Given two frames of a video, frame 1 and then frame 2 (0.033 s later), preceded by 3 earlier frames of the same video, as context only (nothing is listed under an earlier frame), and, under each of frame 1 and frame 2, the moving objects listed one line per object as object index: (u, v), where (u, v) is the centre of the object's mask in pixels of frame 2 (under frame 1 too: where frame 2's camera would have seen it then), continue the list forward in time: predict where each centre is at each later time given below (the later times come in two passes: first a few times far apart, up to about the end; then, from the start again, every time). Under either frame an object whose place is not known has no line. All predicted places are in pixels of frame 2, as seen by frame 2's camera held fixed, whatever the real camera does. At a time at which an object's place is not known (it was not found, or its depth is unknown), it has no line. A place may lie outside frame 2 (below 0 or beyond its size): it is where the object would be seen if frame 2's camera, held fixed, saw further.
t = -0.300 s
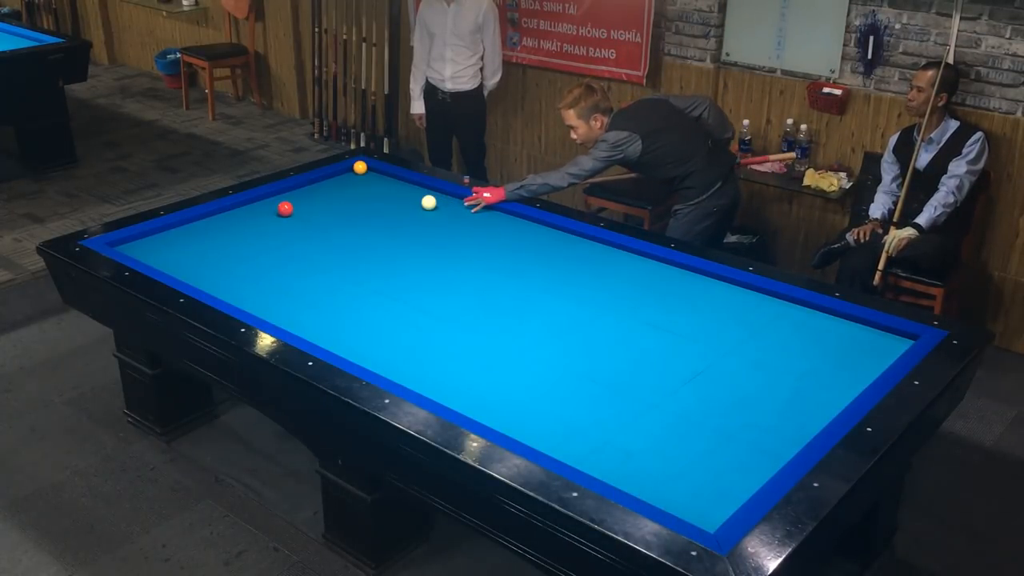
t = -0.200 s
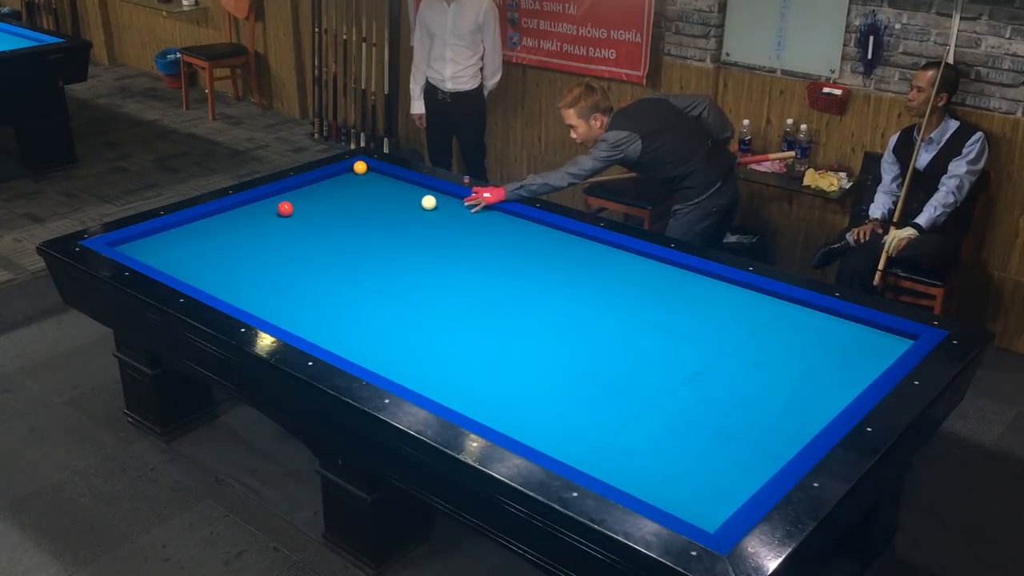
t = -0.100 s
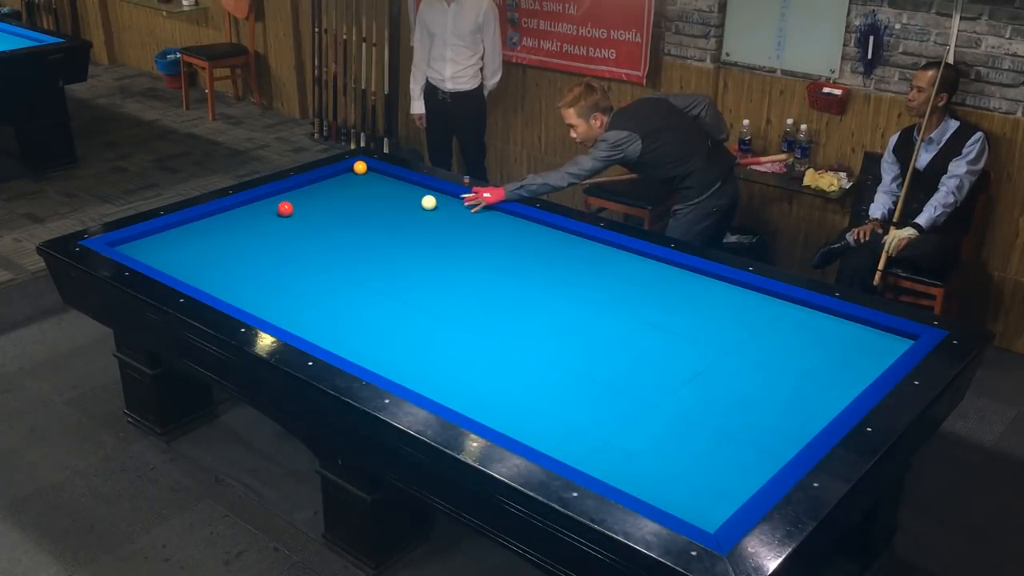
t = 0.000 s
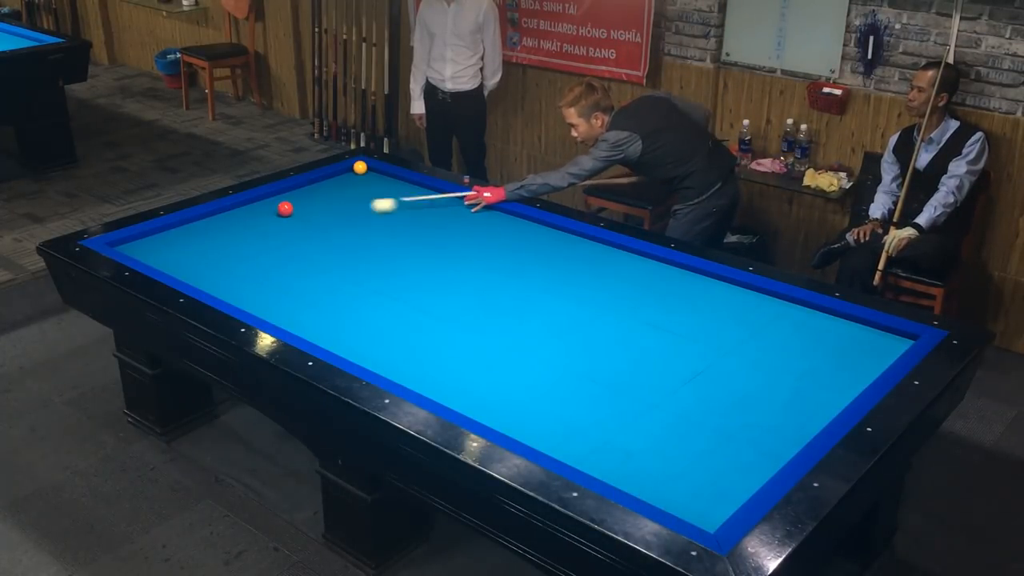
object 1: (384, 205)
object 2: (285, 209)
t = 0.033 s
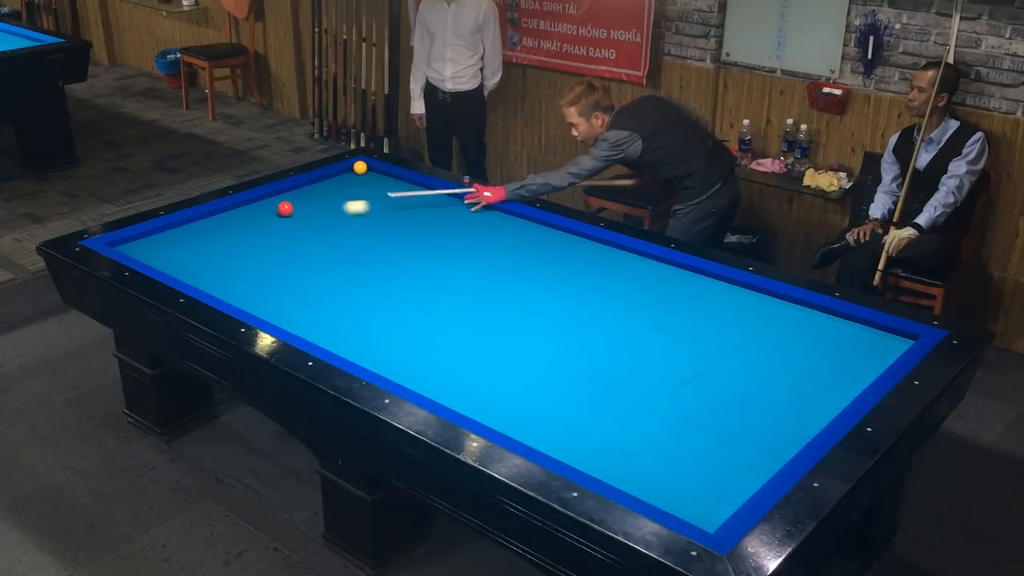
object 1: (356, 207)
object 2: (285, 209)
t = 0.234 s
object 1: (235, 233)
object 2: (259, 204)
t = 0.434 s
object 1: (161, 251)
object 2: (289, 219)
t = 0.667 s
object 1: (233, 217)
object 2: (323, 239)
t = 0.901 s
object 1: (281, 192)
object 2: (360, 259)
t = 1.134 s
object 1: (338, 178)
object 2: (399, 281)
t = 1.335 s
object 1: (369, 173)
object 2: (435, 302)
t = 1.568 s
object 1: (354, 187)
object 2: (480, 327)
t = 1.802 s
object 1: (341, 201)
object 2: (530, 355)
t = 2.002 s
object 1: (329, 213)
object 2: (576, 381)
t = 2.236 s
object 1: (315, 228)
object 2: (635, 414)
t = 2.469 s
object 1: (300, 243)
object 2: (700, 450)
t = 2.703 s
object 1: (284, 260)
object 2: (744, 475)
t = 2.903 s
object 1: (270, 274)
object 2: (702, 461)
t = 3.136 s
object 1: (252, 292)
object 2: (660, 445)
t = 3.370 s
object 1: (250, 302)
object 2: (620, 430)
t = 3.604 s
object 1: (273, 300)
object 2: (583, 417)
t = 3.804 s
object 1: (292, 297)
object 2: (553, 407)
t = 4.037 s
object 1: (314, 295)
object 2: (520, 395)
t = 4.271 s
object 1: (335, 292)
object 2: (490, 384)
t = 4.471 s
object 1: (352, 289)
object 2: (465, 375)
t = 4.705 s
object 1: (371, 287)
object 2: (437, 365)
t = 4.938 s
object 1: (389, 284)
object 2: (412, 356)
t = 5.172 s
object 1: (406, 282)
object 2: (387, 348)
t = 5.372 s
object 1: (420, 280)
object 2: (367, 340)
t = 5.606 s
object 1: (435, 277)
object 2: (346, 333)
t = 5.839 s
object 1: (450, 274)
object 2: (325, 325)
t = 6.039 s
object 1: (461, 273)
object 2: (309, 319)
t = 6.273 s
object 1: (474, 270)
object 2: (291, 312)
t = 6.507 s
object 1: (486, 268)
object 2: (275, 306)
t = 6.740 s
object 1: (498, 266)
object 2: (259, 300)
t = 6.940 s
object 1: (507, 265)
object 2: (246, 295)
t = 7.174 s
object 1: (517, 263)
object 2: (232, 289)
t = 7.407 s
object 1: (527, 261)
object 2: (219, 284)
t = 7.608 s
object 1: (535, 260)
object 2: (209, 280)
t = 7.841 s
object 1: (543, 258)
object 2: (197, 276)
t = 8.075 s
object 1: (551, 257)
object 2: (186, 272)
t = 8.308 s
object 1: (557, 255)
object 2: (176, 267)
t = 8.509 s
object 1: (563, 254)
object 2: (167, 264)
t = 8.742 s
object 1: (568, 253)
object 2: (159, 260)
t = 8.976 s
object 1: (572, 251)
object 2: (150, 257)
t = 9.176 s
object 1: (576, 250)
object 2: (143, 254)
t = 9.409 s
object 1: (579, 249)
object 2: (136, 251)
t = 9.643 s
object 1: (582, 248)
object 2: (129, 248)
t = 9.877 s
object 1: (584, 248)
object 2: (122, 246)
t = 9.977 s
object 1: (585, 248)
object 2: (120, 245)
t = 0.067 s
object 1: (329, 209)
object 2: (285, 209)
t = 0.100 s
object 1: (302, 211)
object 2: (284, 209)
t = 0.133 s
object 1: (284, 216)
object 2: (274, 205)
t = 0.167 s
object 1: (268, 222)
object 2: (263, 203)
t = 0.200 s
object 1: (252, 228)
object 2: (253, 201)
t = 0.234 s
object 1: (235, 233)
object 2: (259, 204)
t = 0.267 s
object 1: (216, 239)
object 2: (265, 207)
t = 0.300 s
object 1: (197, 245)
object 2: (270, 209)
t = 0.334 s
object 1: (177, 251)
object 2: (276, 212)
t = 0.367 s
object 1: (156, 256)
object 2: (280, 215)
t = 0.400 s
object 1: (148, 256)
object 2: (284, 217)
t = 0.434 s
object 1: (161, 251)
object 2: (289, 219)
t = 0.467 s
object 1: (174, 245)
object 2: (294, 223)
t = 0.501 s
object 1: (186, 240)
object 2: (299, 225)
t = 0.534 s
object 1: (197, 234)
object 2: (304, 228)
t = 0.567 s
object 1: (207, 230)
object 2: (309, 231)
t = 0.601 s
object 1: (216, 225)
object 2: (314, 233)
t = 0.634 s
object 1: (225, 221)
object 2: (319, 236)
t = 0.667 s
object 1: (233, 217)
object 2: (323, 239)
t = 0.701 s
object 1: (241, 213)
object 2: (329, 241)
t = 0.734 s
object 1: (248, 209)
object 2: (333, 244)
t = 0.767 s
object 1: (255, 205)
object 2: (338, 247)
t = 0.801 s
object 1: (261, 202)
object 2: (343, 250)
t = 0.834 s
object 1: (268, 198)
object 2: (349, 253)
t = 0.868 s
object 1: (275, 195)
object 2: (354, 256)
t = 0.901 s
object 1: (281, 192)
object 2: (360, 259)
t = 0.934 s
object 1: (290, 190)
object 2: (365, 262)
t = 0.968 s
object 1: (298, 188)
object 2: (371, 265)
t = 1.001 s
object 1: (307, 186)
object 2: (376, 268)
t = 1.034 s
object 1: (315, 184)
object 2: (382, 271)
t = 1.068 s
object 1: (323, 182)
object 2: (388, 275)
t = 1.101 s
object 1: (330, 180)
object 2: (393, 278)
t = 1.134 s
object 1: (338, 178)
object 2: (399, 281)
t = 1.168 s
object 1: (346, 176)
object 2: (405, 285)
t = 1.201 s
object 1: (353, 175)
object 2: (411, 288)
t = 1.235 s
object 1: (361, 173)
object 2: (417, 292)
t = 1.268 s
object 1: (369, 171)
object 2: (423, 295)
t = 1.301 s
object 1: (372, 171)
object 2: (429, 298)
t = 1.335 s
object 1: (369, 173)
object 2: (435, 302)
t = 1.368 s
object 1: (366, 176)
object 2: (441, 305)
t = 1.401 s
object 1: (364, 178)
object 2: (448, 308)
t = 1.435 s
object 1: (362, 180)
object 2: (454, 312)
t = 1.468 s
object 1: (360, 181)
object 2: (460, 316)
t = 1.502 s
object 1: (358, 183)
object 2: (467, 320)
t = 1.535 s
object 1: (356, 185)
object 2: (474, 324)
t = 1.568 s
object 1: (354, 187)
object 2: (480, 327)
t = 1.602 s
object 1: (353, 189)
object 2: (487, 331)
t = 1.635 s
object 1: (351, 191)
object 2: (494, 335)
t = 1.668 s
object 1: (349, 193)
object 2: (501, 339)
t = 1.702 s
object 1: (347, 195)
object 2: (508, 343)
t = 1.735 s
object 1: (345, 197)
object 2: (515, 347)
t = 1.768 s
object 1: (343, 199)
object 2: (523, 351)
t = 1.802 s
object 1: (341, 201)
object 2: (530, 355)
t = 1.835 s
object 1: (339, 203)
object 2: (537, 359)
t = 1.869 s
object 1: (337, 205)
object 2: (545, 364)
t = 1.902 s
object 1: (335, 207)
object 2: (552, 368)
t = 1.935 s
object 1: (333, 209)
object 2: (560, 372)
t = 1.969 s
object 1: (331, 211)
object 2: (568, 377)
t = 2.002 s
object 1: (329, 213)
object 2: (576, 381)
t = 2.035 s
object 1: (327, 215)
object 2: (584, 386)
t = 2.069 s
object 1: (325, 217)
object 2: (592, 390)
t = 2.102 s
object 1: (323, 219)
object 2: (600, 395)
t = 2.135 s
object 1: (321, 221)
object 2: (609, 399)
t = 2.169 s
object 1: (319, 223)
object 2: (618, 404)
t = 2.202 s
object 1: (317, 226)
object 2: (626, 409)
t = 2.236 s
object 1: (315, 228)
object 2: (635, 414)
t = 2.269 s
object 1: (313, 230)
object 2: (644, 419)
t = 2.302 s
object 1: (311, 232)
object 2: (653, 424)
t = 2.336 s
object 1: (309, 234)
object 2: (662, 429)
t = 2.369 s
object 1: (307, 236)
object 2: (671, 434)
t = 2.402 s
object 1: (304, 239)
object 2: (681, 439)
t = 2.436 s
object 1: (302, 241)
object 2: (690, 444)
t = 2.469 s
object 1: (300, 243)
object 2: (700, 450)
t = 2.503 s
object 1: (297, 245)
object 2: (710, 455)
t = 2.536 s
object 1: (295, 248)
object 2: (720, 461)
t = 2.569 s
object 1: (293, 250)
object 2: (730, 467)
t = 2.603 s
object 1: (291, 252)
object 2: (741, 472)
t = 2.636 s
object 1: (289, 255)
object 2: (750, 477)
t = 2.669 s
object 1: (286, 257)
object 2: (752, 479)
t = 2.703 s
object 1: (284, 260)
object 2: (744, 475)
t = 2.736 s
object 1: (282, 262)
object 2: (736, 473)
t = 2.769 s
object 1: (279, 264)
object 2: (729, 470)
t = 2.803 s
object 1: (277, 267)
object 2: (722, 468)
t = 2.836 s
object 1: (274, 269)
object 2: (715, 465)
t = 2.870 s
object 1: (272, 272)
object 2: (709, 463)
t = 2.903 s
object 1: (270, 274)
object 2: (702, 461)
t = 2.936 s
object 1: (267, 277)
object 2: (696, 459)
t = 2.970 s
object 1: (265, 279)
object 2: (690, 456)
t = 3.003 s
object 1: (262, 282)
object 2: (684, 454)
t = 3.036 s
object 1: (260, 284)
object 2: (677, 451)
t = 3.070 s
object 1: (257, 287)
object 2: (672, 449)
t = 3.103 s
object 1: (255, 290)
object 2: (665, 447)
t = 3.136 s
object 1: (252, 292)
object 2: (660, 445)
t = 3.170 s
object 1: (250, 295)
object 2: (654, 443)
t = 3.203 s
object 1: (247, 298)
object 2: (648, 441)
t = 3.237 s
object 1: (245, 300)
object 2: (642, 438)
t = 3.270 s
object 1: (243, 301)
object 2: (636, 437)
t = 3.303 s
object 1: (242, 302)
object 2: (631, 435)
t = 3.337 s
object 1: (246, 302)
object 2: (625, 433)
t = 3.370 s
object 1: (250, 302)
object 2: (620, 430)
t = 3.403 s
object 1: (253, 302)
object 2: (614, 429)
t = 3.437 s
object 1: (256, 302)
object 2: (609, 427)
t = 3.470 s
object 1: (259, 302)
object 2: (604, 425)
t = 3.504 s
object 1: (263, 301)
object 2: (598, 423)
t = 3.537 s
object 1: (266, 301)
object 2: (593, 421)
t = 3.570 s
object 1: (270, 300)
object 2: (588, 419)
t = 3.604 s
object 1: (273, 300)
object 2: (583, 417)
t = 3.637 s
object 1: (276, 300)
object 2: (578, 415)
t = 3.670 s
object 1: (280, 299)
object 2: (573, 414)
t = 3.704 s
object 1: (283, 299)
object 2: (568, 412)
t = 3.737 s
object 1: (286, 298)
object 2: (563, 410)
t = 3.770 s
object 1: (289, 298)
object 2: (558, 408)
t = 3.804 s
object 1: (292, 297)
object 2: (553, 407)
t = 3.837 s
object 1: (296, 297)
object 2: (548, 405)
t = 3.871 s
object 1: (299, 297)
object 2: (544, 403)
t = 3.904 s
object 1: (302, 296)
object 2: (539, 402)
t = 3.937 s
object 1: (305, 296)
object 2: (534, 400)
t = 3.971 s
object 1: (308, 295)
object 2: (530, 398)
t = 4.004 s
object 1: (311, 295)
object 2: (525, 397)
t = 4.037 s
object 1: (314, 295)
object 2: (520, 395)
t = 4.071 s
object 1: (317, 294)
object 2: (516, 393)
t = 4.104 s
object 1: (320, 294)
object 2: (512, 392)
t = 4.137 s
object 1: (323, 293)
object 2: (507, 390)
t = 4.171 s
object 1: (327, 293)
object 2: (503, 389)
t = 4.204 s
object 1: (329, 293)
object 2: (498, 387)
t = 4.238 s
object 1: (332, 292)
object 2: (494, 386)
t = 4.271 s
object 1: (335, 292)
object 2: (490, 384)
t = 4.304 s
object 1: (338, 291)
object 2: (486, 383)
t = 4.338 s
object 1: (341, 291)
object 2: (481, 381)
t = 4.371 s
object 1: (344, 291)
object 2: (477, 380)
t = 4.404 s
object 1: (347, 290)
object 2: (473, 378)
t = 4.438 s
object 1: (349, 290)
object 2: (469, 377)
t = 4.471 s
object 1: (352, 289)
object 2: (465, 375)
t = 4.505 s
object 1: (355, 289)
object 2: (461, 374)
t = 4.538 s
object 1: (358, 289)
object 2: (457, 372)
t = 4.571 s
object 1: (360, 288)
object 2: (453, 371)
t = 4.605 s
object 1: (363, 288)
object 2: (449, 369)
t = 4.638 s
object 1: (366, 287)
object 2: (445, 368)
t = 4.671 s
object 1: (368, 287)
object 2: (441, 366)
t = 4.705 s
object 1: (371, 287)
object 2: (437, 365)
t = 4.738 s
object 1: (374, 287)
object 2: (433, 364)
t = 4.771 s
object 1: (376, 286)
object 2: (430, 362)
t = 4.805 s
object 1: (379, 286)
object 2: (426, 361)
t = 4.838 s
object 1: (381, 285)
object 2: (422, 360)
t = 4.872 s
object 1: (384, 285)
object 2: (419, 359)
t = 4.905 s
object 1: (386, 284)
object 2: (415, 357)
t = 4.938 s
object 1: (389, 284)
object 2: (412, 356)
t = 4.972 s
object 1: (392, 284)
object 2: (408, 355)
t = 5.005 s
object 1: (394, 283)
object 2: (404, 353)
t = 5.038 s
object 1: (397, 283)
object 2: (401, 352)
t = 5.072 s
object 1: (399, 283)
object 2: (397, 351)
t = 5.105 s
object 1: (401, 282)
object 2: (394, 350)
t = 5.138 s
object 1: (404, 282)
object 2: (391, 349)
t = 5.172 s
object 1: (406, 282)
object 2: (387, 348)
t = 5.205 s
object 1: (408, 281)
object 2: (384, 346)
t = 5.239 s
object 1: (411, 281)
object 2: (380, 345)
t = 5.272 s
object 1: (413, 281)
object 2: (377, 344)
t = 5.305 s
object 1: (415, 280)
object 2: (374, 343)
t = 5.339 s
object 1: (418, 280)
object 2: (371, 342)
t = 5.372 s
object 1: (420, 280)
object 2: (367, 340)
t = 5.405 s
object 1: (422, 279)
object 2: (364, 339)
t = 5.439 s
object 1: (424, 279)
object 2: (361, 338)
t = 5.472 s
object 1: (426, 278)
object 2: (358, 337)
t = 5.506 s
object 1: (429, 278)
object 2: (355, 336)
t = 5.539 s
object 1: (431, 278)
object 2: (352, 335)
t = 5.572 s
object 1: (433, 277)
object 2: (349, 334)
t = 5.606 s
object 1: (435, 277)
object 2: (346, 333)
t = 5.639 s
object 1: (437, 277)
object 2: (343, 332)
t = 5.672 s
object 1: (439, 276)
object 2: (340, 331)
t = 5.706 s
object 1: (441, 276)
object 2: (337, 329)
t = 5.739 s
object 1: (443, 276)
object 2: (334, 328)
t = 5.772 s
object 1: (445, 275)
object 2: (331, 327)
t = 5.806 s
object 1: (448, 275)
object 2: (328, 326)
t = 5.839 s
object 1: (450, 274)
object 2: (325, 325)
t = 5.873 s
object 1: (451, 274)
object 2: (323, 324)
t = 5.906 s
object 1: (454, 274)
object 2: (320, 323)
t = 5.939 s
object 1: (455, 273)
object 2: (317, 322)
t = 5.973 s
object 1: (457, 273)
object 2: (315, 321)
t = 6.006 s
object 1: (459, 273)
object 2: (312, 320)
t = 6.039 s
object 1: (461, 273)
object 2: (309, 319)
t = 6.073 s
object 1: (463, 272)
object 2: (307, 318)
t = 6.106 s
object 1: (465, 272)
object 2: (304, 317)
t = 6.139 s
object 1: (467, 271)
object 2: (301, 316)
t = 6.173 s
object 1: (469, 271)
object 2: (298, 315)
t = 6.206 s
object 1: (471, 271)
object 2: (296, 314)
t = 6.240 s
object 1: (472, 270)
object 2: (294, 313)
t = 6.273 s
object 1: (474, 270)
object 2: (291, 312)
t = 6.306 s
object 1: (476, 270)
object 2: (289, 311)
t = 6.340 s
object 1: (478, 270)
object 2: (287, 310)
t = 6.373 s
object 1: (479, 269)
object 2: (284, 309)
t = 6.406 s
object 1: (481, 269)
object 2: (282, 308)
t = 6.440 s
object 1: (483, 269)
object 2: (279, 308)
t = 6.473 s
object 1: (485, 268)
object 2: (277, 307)
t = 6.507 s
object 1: (486, 268)
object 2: (275, 306)
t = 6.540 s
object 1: (488, 268)
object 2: (272, 305)
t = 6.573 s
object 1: (490, 268)
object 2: (270, 304)
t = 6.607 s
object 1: (491, 267)
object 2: (267, 303)
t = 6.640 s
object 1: (493, 267)
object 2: (266, 302)
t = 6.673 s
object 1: (495, 267)
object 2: (263, 302)
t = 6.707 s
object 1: (496, 266)
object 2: (261, 301)
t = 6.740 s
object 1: (498, 266)
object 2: (259, 300)
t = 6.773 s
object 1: (499, 266)
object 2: (257, 299)
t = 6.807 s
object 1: (501, 266)
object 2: (255, 298)
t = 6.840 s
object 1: (503, 266)
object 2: (253, 297)
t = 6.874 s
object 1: (504, 265)
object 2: (250, 296)
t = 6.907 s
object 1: (506, 265)
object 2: (248, 296)
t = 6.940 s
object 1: (507, 265)
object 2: (246, 295)
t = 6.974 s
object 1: (509, 264)
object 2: (244, 294)
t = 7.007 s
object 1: (510, 264)
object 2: (242, 293)
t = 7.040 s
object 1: (512, 264)
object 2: (240, 293)
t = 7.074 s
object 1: (513, 264)
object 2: (238, 292)
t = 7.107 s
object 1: (515, 263)
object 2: (236, 291)
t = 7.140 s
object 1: (516, 263)
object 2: (234, 290)
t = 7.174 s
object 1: (517, 263)
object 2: (232, 289)
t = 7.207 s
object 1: (519, 262)
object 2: (230, 289)
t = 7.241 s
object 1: (520, 262)
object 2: (228, 288)
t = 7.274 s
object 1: (522, 262)
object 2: (227, 287)
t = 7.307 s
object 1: (523, 262)
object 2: (225, 287)
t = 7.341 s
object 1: (525, 262)
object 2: (223, 286)
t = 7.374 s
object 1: (526, 261)
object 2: (221, 285)
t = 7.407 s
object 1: (527, 261)
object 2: (219, 284)
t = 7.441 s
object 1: (528, 261)
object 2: (217, 284)
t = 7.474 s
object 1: (530, 261)
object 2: (216, 283)
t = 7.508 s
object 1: (531, 260)
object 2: (214, 282)
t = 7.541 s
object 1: (532, 260)
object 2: (212, 282)
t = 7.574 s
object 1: (534, 260)
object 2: (210, 281)
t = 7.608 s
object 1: (535, 260)
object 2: (209, 280)
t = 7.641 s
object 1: (536, 260)
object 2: (207, 280)
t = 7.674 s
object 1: (537, 259)
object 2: (205, 279)
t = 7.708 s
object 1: (538, 259)
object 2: (204, 278)
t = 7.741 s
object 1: (540, 259)
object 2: (202, 278)
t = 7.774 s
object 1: (541, 258)
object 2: (200, 277)
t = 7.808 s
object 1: (542, 258)
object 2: (199, 276)
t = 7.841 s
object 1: (543, 258)
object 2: (197, 276)
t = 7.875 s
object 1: (544, 258)
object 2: (195, 275)
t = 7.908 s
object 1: (545, 258)
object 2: (194, 274)
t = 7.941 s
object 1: (546, 257)
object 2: (192, 273)
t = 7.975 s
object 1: (548, 257)
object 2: (191, 273)
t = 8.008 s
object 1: (549, 257)
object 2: (189, 273)
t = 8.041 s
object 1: (549, 257)
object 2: (188, 272)
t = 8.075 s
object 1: (551, 257)
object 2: (186, 272)
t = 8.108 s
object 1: (552, 256)
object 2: (185, 271)
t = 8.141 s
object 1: (553, 256)
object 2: (183, 270)
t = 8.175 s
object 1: (554, 256)
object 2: (181, 270)
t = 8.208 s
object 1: (555, 256)
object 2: (180, 269)
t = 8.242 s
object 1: (556, 256)
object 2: (179, 268)
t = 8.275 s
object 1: (556, 255)
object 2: (177, 268)
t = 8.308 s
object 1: (557, 255)
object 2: (176, 267)
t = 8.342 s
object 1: (558, 255)
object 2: (174, 267)
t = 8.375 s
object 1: (559, 255)
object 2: (173, 266)
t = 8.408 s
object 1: (560, 254)
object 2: (172, 266)
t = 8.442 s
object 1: (561, 254)
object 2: (170, 265)
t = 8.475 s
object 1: (562, 254)
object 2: (169, 264)
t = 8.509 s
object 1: (563, 254)
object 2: (167, 264)
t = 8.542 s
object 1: (564, 254)
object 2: (166, 263)
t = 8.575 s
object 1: (564, 254)
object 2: (165, 263)
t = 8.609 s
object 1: (565, 253)
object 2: (163, 262)
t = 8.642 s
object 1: (566, 253)
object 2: (162, 262)
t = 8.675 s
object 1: (567, 253)
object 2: (161, 261)
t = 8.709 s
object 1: (567, 253)
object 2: (160, 261)
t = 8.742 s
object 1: (568, 253)
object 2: (159, 260)
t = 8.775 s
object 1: (569, 253)
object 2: (157, 260)
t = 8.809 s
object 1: (569, 252)
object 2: (156, 259)
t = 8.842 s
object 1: (570, 252)
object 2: (154, 259)
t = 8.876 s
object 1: (571, 252)
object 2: (153, 258)
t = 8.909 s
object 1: (571, 252)
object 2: (152, 258)
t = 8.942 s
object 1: (572, 252)
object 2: (151, 257)
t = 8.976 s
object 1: (572, 251)
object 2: (150, 257)
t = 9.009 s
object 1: (573, 251)
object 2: (149, 256)
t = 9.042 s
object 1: (574, 251)
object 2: (147, 256)
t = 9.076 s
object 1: (574, 251)
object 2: (146, 255)
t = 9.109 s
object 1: (575, 251)
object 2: (145, 255)
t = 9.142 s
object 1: (575, 251)
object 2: (144, 255)
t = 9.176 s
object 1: (576, 250)
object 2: (143, 254)
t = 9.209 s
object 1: (576, 250)
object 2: (142, 254)
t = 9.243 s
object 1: (577, 250)
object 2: (141, 253)
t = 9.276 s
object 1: (577, 250)
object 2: (140, 253)
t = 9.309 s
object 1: (578, 250)
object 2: (139, 252)
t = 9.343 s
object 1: (578, 250)
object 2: (137, 252)
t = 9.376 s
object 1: (578, 249)
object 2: (137, 251)
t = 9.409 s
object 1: (579, 249)
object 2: (136, 251)
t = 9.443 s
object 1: (579, 249)
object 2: (134, 251)
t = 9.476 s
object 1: (580, 249)
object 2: (134, 250)
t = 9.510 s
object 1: (580, 249)
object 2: (133, 250)
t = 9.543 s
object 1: (580, 249)
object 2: (132, 249)
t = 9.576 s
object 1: (581, 249)
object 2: (131, 249)
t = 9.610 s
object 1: (581, 248)
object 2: (130, 249)
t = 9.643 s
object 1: (582, 248)
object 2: (129, 248)
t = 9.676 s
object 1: (582, 248)
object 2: (128, 248)
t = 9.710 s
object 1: (582, 248)
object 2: (127, 247)
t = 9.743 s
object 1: (582, 248)
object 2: (126, 247)
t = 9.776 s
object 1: (583, 248)
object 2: (125, 247)
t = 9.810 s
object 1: (583, 248)
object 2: (124, 246)
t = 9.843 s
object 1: (584, 248)
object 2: (123, 246)
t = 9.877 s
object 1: (584, 248)
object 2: (122, 246)
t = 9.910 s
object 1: (584, 248)
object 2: (122, 245)
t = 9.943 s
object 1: (584, 248)
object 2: (121, 245)
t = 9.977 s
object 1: (585, 248)
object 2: (120, 245)
